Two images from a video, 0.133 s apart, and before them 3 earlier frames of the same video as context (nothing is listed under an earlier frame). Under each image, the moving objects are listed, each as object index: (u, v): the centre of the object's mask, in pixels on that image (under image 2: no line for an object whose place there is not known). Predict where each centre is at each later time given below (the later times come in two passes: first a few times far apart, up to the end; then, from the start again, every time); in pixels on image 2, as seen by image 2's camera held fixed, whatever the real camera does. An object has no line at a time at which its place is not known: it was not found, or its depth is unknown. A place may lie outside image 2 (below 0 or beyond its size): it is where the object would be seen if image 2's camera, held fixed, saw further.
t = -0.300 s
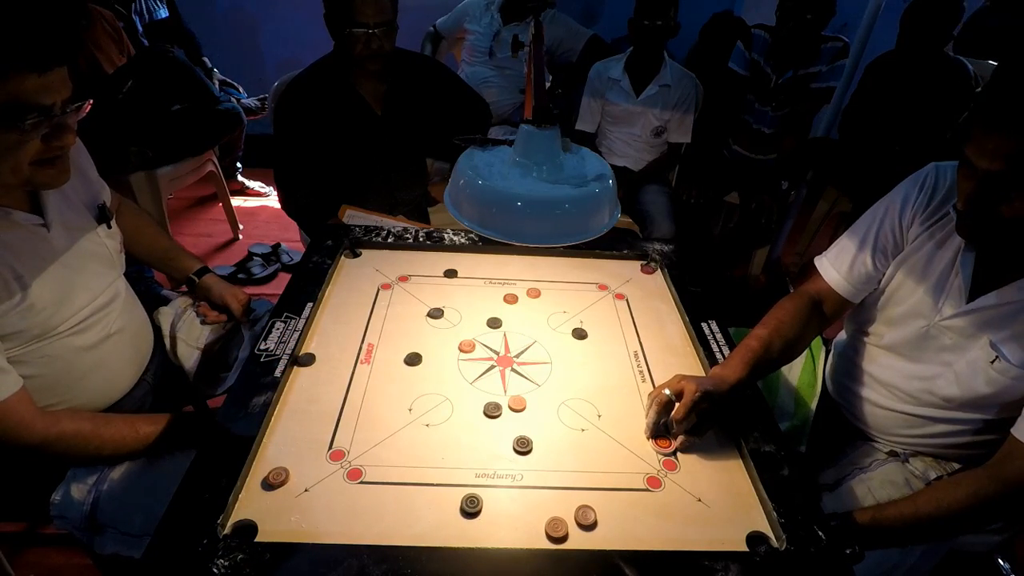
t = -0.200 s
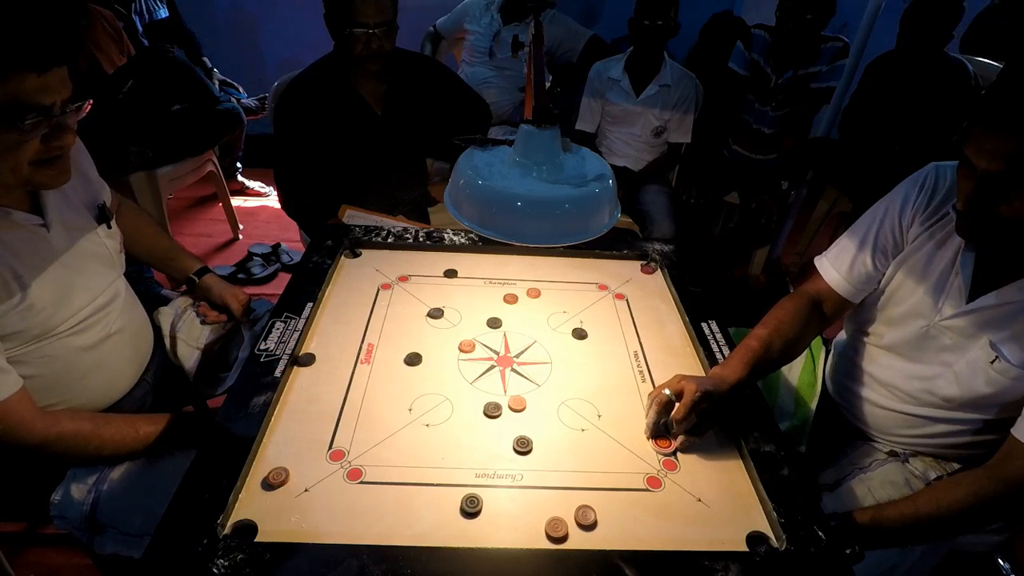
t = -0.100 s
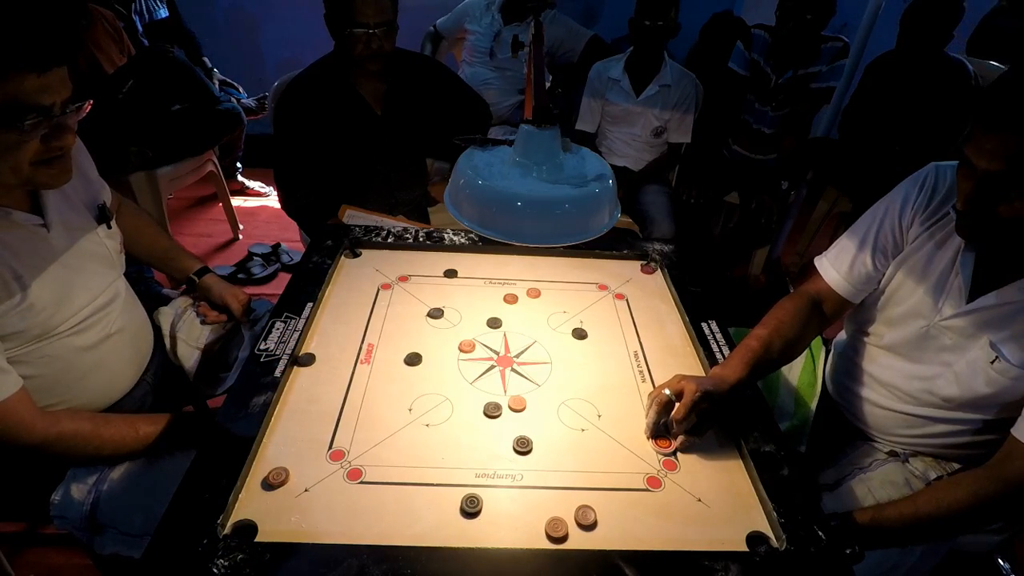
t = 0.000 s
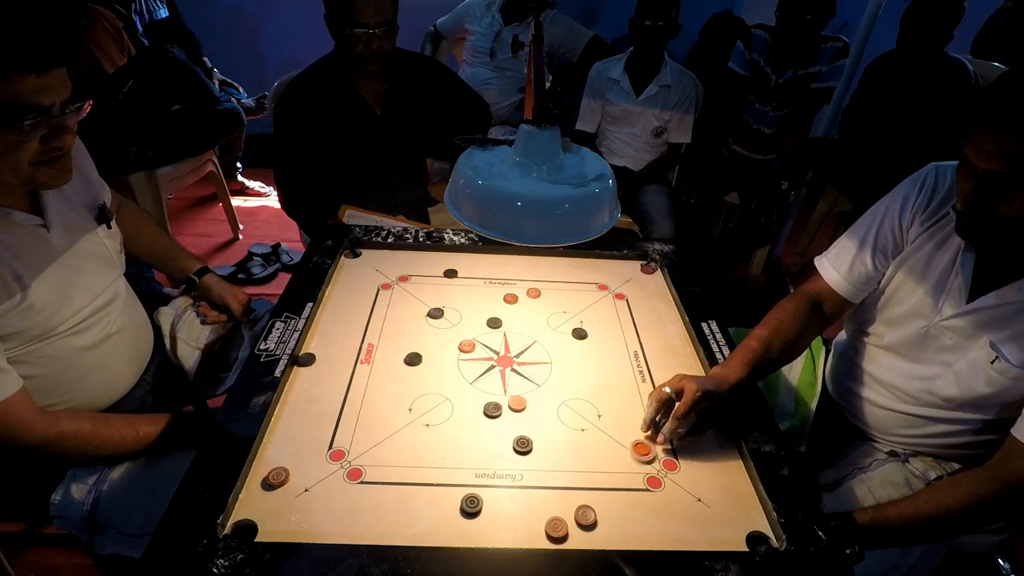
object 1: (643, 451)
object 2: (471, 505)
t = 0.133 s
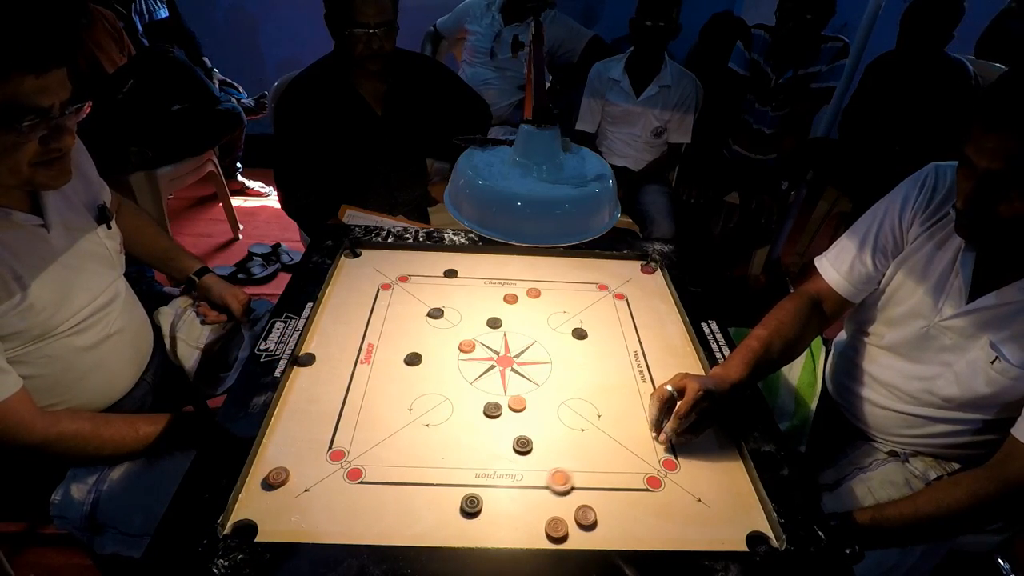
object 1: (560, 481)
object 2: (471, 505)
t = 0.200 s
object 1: (518, 496)
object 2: (471, 505)
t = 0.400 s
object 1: (452, 527)
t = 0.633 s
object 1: (424, 533)
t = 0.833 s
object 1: (423, 533)
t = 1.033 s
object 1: (424, 533)
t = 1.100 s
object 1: (424, 533)
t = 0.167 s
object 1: (539, 488)
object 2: (471, 505)
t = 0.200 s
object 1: (518, 496)
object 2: (471, 505)
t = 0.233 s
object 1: (498, 503)
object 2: (471, 505)
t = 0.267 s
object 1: (486, 509)
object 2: (442, 509)
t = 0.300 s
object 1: (477, 514)
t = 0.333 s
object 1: (468, 519)
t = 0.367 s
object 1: (460, 523)
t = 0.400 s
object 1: (452, 527)
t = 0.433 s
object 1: (445, 531)
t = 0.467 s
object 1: (439, 533)
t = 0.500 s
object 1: (434, 535)
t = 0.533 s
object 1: (430, 535)
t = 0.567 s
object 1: (427, 535)
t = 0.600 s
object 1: (425, 534)
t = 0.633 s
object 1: (424, 533)
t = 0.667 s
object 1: (424, 533)
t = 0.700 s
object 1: (423, 533)
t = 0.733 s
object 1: (423, 533)
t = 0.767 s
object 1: (423, 533)
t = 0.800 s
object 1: (423, 533)
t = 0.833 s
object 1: (423, 533)
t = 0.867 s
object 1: (423, 533)
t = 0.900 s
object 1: (423, 533)
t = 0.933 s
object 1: (424, 533)
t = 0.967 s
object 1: (424, 533)
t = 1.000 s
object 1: (424, 533)
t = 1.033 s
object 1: (424, 533)
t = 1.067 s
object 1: (423, 533)
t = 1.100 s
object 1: (424, 533)
